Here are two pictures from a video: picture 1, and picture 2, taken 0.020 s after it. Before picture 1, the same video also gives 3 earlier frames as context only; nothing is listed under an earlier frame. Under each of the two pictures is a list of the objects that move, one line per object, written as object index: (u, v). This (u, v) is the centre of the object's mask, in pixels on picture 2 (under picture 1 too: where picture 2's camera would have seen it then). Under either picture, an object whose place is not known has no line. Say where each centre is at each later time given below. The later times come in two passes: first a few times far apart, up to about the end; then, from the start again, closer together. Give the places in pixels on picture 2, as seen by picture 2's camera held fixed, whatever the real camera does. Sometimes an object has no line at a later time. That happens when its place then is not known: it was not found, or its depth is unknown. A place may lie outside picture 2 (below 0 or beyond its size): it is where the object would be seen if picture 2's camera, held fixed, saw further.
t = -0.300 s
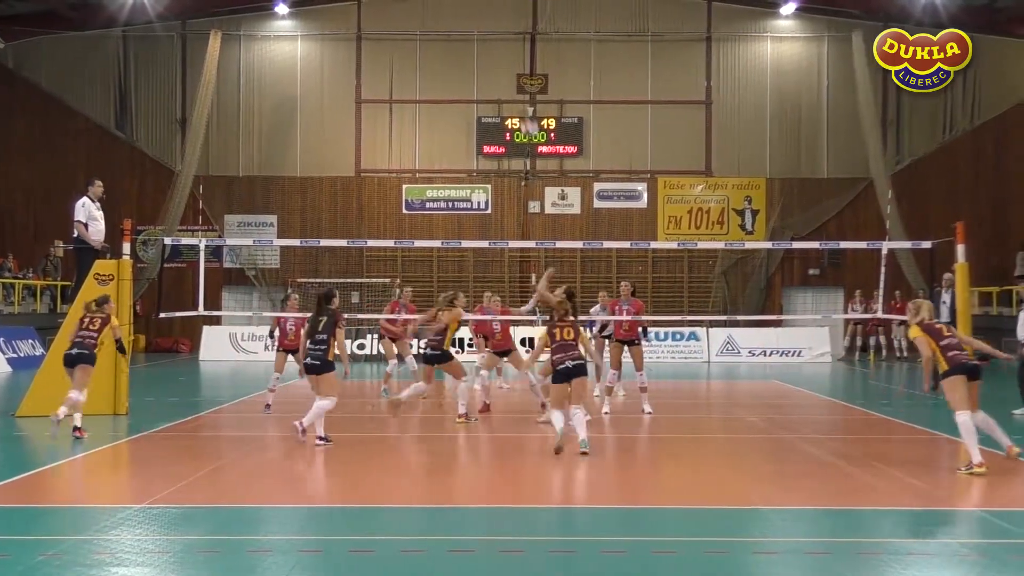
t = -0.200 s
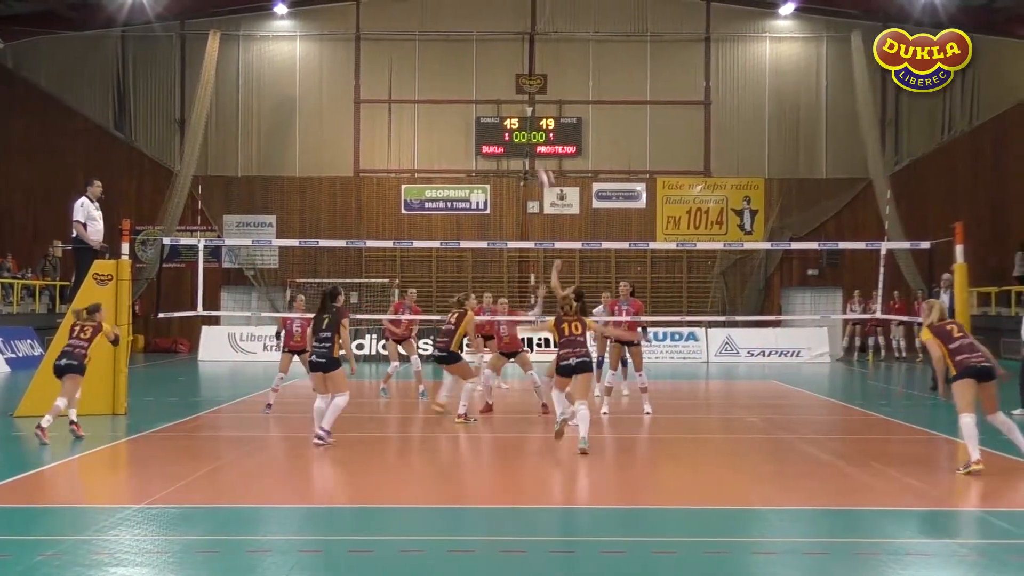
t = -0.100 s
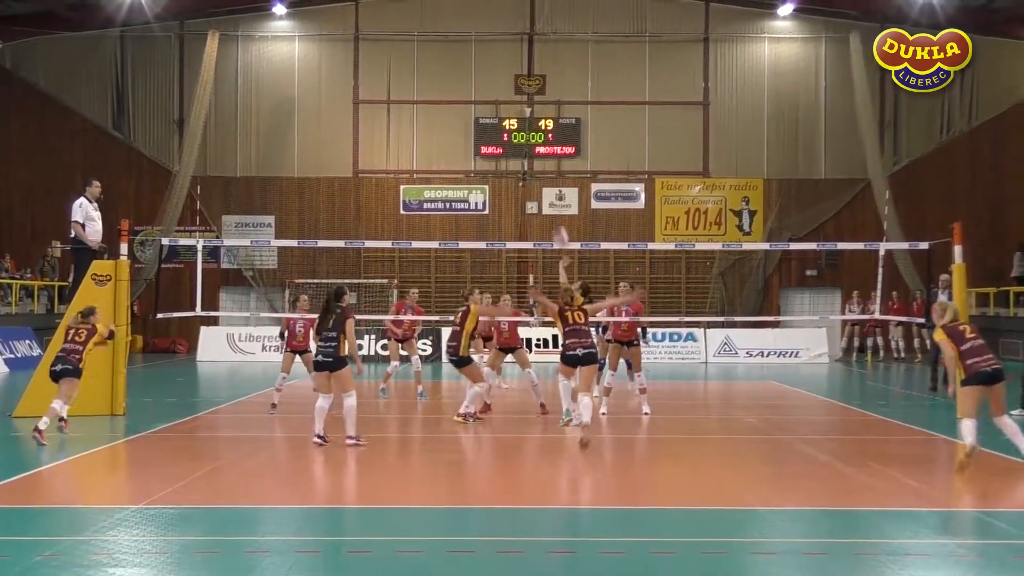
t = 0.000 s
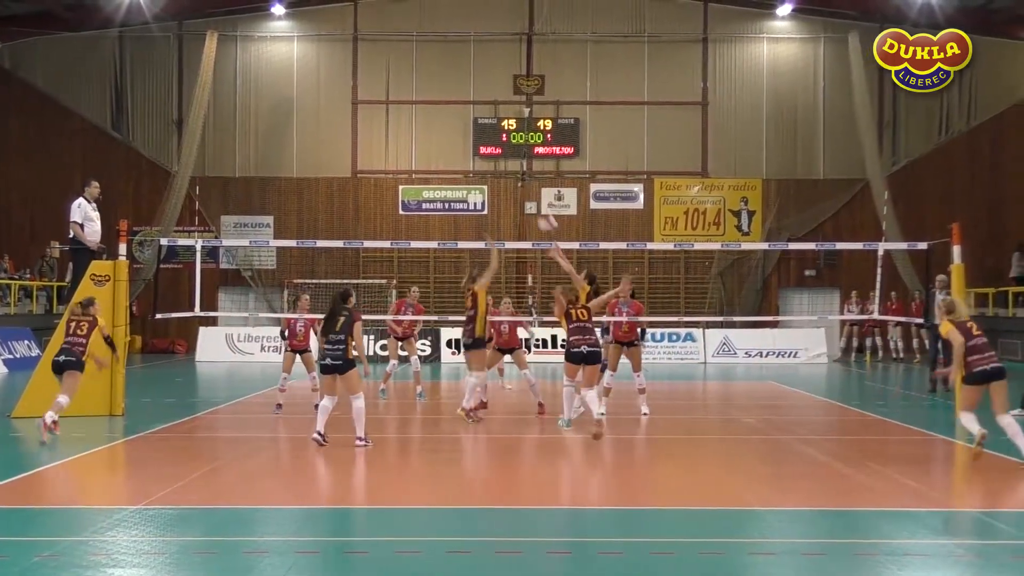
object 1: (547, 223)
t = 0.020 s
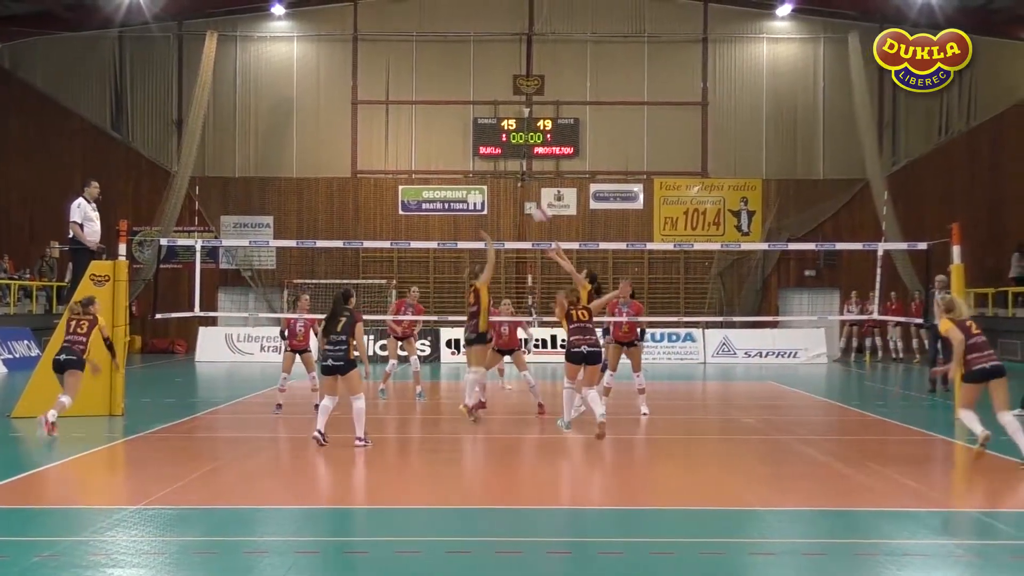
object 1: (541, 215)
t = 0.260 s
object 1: (472, 120)
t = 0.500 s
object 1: (404, 74)
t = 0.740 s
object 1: (340, 75)
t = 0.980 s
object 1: (278, 120)
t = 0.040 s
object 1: (534, 205)
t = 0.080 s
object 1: (523, 185)
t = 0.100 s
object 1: (517, 177)
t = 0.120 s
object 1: (511, 169)
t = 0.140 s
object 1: (505, 160)
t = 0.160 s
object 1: (501, 153)
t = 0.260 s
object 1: (472, 120)
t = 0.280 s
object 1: (465, 114)
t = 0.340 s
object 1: (448, 99)
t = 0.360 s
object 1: (442, 95)
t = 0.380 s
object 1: (437, 91)
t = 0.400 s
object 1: (432, 87)
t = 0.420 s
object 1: (426, 84)
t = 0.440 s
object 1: (421, 81)
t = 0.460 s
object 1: (415, 78)
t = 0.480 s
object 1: (410, 76)
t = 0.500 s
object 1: (404, 74)
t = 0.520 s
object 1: (399, 72)
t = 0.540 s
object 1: (394, 71)
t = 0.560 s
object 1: (388, 71)
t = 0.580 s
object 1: (383, 69)
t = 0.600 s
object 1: (378, 69)
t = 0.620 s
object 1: (372, 69)
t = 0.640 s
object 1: (367, 69)
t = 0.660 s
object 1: (362, 70)
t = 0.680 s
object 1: (357, 71)
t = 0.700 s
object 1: (352, 72)
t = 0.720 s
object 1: (346, 73)
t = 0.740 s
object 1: (340, 75)
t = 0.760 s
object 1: (336, 77)
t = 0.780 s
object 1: (330, 79)
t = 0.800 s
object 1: (325, 82)
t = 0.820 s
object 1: (320, 85)
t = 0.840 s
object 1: (316, 88)
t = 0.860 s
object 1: (310, 92)
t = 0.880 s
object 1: (303, 96)
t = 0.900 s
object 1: (300, 99)
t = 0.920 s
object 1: (293, 105)
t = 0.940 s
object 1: (289, 109)
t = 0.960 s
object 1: (283, 115)
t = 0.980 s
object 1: (278, 120)
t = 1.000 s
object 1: (274, 125)
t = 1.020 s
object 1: (268, 131)
